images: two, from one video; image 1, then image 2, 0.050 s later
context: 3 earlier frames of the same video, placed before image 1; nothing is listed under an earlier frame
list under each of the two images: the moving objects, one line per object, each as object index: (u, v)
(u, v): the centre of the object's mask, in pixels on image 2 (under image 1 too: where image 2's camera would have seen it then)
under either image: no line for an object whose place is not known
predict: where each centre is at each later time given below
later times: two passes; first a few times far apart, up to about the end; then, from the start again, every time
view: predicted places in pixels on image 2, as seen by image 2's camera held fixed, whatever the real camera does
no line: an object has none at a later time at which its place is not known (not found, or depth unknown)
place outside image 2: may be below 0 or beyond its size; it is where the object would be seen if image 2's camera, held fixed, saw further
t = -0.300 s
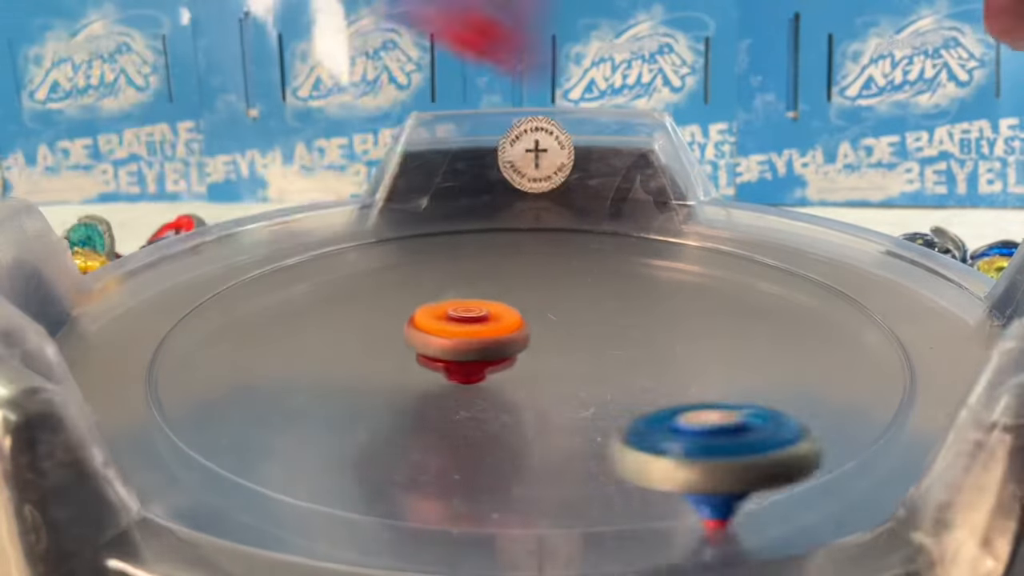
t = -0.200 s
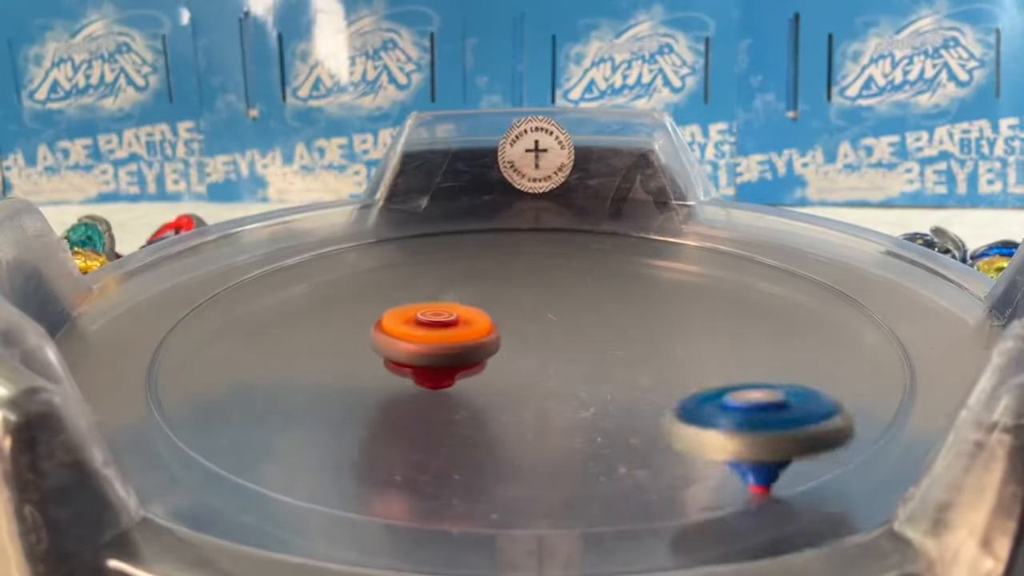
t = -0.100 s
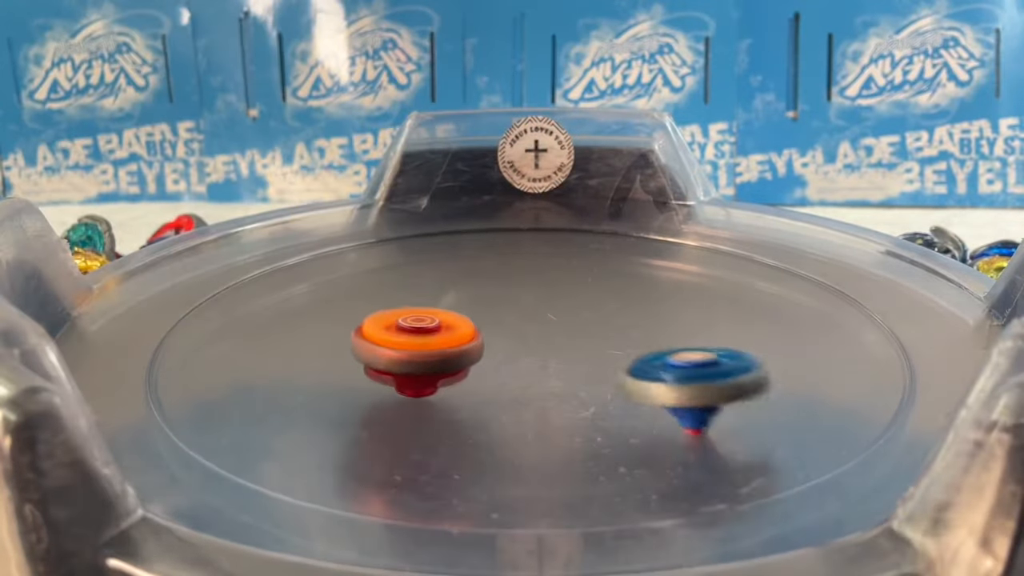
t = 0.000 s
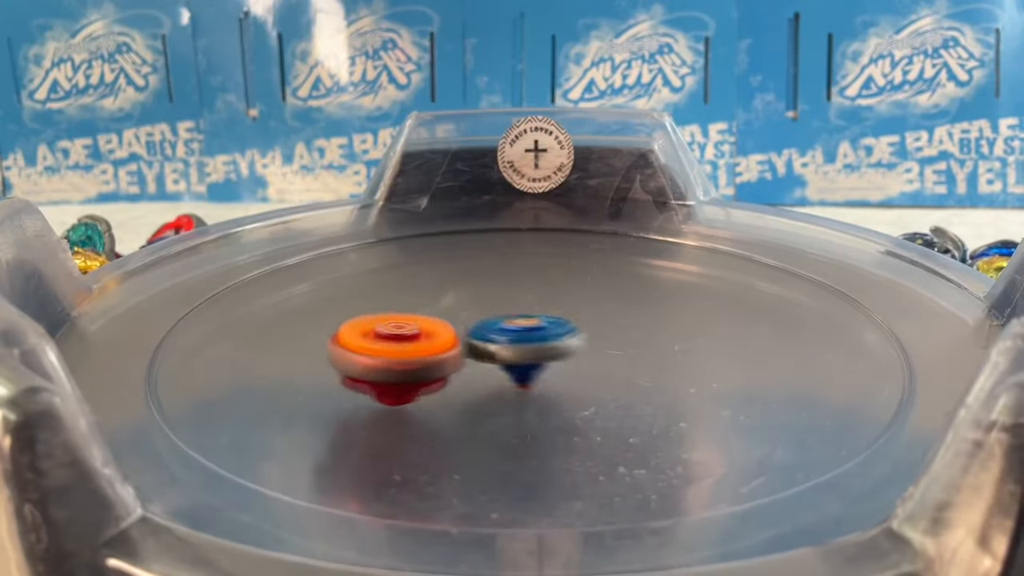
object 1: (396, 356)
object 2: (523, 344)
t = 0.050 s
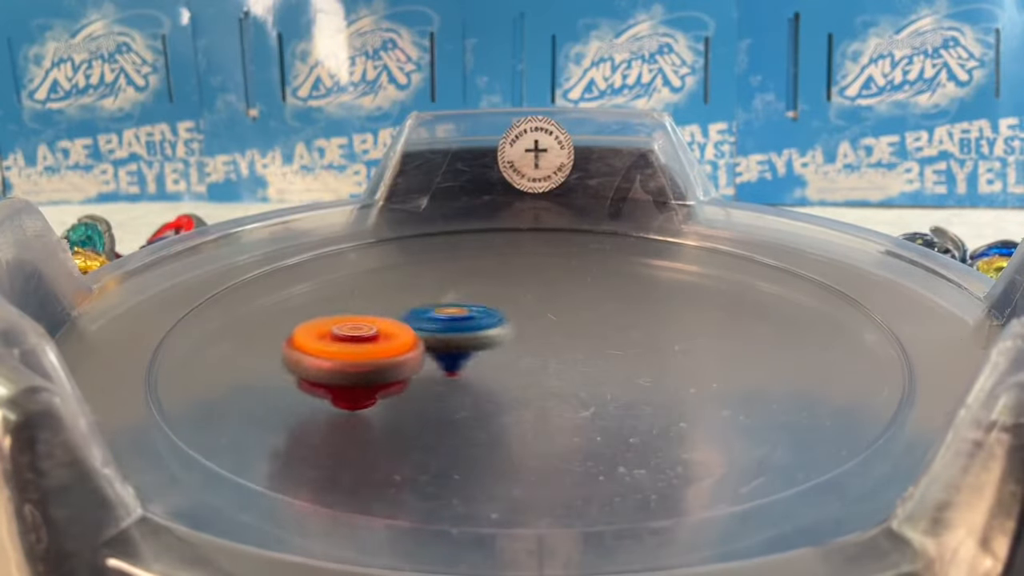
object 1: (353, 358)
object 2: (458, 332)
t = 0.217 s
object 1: (212, 352)
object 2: (310, 290)
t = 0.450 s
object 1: (540, 403)
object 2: (309, 438)
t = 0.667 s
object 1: (567, 176)
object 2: (806, 361)
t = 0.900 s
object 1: (217, 254)
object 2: (572, 285)
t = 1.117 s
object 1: (158, 372)
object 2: (291, 353)
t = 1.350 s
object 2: (665, 359)
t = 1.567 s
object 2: (435, 242)
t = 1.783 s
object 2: (196, 355)
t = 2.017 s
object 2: (797, 361)
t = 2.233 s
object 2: (580, 202)
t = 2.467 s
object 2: (181, 313)
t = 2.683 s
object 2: (685, 434)
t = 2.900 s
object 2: (770, 231)
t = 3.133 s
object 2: (306, 233)
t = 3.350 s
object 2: (279, 422)
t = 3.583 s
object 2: (894, 301)
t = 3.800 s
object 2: (512, 207)
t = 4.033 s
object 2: (174, 324)
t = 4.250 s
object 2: (762, 431)
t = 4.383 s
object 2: (880, 289)
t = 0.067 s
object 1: (331, 360)
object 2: (438, 328)
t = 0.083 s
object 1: (286, 368)
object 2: (426, 312)
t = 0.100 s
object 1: (243, 371)
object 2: (419, 303)
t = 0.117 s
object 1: (197, 380)
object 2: (413, 301)
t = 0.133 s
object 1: (163, 372)
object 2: (406, 303)
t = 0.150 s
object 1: (141, 359)
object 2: (390, 296)
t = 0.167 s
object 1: (146, 345)
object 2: (374, 294)
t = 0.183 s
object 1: (163, 337)
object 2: (355, 294)
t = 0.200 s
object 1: (187, 340)
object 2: (333, 293)
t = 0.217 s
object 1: (212, 352)
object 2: (310, 290)
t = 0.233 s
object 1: (237, 375)
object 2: (279, 292)
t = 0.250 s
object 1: (263, 407)
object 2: (251, 298)
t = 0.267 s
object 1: (289, 413)
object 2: (222, 305)
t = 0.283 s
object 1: (316, 410)
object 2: (194, 313)
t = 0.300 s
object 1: (341, 418)
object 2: (166, 321)
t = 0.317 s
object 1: (368, 416)
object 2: (150, 332)
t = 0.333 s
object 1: (393, 419)
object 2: (143, 344)
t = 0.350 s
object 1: (418, 418)
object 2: (142, 365)
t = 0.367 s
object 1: (441, 418)
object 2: (146, 386)
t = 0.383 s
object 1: (464, 415)
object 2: (161, 391)
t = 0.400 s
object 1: (486, 413)
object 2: (182, 407)
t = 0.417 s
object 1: (506, 410)
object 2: (216, 422)
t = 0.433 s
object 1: (524, 407)
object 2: (261, 428)
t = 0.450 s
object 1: (540, 403)
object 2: (309, 438)
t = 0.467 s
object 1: (555, 398)
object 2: (363, 442)
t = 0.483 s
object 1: (567, 395)
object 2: (417, 453)
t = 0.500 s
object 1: (581, 386)
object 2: (474, 448)
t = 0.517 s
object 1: (591, 377)
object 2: (528, 444)
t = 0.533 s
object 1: (595, 368)
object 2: (573, 439)
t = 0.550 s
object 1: (596, 360)
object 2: (614, 427)
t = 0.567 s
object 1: (594, 354)
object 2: (648, 422)
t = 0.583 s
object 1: (594, 332)
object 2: (691, 425)
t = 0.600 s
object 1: (588, 298)
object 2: (742, 437)
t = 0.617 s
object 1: (583, 265)
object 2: (775, 415)
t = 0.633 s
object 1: (578, 234)
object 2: (788, 386)
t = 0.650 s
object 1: (575, 206)
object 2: (798, 368)
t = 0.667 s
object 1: (567, 176)
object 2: (806, 361)
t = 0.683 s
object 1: (544, 153)
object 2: (812, 365)
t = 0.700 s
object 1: (518, 134)
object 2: (819, 375)
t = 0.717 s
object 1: (493, 120)
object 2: (814, 356)
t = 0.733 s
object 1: (469, 112)
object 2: (806, 341)
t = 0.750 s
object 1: (442, 111)
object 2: (798, 335)
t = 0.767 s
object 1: (415, 115)
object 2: (785, 328)
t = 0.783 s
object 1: (387, 126)
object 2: (767, 316)
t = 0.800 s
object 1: (359, 144)
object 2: (749, 310)
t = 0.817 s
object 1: (330, 169)
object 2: (723, 302)
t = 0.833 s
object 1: (301, 201)
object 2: (696, 296)
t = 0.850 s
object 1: (272, 242)
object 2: (665, 291)
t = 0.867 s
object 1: (254, 245)
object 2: (634, 288)
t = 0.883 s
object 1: (235, 246)
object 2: (603, 285)
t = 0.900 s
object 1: (217, 254)
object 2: (572, 285)
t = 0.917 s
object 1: (204, 265)
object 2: (542, 285)
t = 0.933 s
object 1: (197, 271)
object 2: (511, 285)
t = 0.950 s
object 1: (192, 284)
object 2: (478, 286)
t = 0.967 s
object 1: (186, 294)
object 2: (445, 289)
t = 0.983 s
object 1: (184, 304)
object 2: (411, 292)
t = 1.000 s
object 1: (184, 313)
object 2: (378, 297)
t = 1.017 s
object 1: (186, 322)
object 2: (347, 303)
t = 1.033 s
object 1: (189, 330)
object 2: (318, 311)
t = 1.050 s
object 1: (190, 337)
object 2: (302, 321)
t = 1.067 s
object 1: (162, 342)
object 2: (292, 321)
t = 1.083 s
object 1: (138, 353)
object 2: (283, 326)
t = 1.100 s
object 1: (137, 364)
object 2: (281, 340)
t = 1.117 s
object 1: (158, 372)
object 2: (291, 353)
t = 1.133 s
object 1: (187, 390)
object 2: (304, 356)
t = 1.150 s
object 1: (222, 409)
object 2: (320, 363)
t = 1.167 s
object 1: (254, 411)
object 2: (359, 381)
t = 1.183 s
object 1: (267, 415)
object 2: (384, 379)
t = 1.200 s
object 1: (284, 433)
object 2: (410, 383)
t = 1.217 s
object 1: (306, 465)
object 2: (439, 396)
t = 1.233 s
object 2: (461, 403)
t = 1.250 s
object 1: (372, 540)
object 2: (502, 407)
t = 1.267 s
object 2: (541, 404)
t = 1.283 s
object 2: (577, 399)
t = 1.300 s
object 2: (608, 390)
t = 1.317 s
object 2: (634, 381)
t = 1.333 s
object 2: (652, 370)
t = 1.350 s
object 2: (665, 359)
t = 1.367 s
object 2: (673, 345)
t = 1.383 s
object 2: (673, 331)
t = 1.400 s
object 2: (667, 317)
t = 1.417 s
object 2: (657, 305)
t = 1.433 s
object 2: (643, 293)
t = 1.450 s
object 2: (622, 282)
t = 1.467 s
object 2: (602, 272)
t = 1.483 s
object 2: (578, 264)
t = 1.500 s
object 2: (552, 257)
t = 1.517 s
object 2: (524, 252)
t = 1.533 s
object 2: (495, 247)
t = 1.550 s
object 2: (464, 244)
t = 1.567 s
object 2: (435, 242)
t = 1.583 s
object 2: (406, 243)
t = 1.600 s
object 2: (375, 243)
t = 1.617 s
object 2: (345, 247)
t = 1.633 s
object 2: (316, 250)
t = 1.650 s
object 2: (290, 257)
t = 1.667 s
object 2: (265, 264)
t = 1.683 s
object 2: (243, 273)
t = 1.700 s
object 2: (224, 284)
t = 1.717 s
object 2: (208, 296)
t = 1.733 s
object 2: (197, 309)
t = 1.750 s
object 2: (190, 324)
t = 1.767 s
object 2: (189, 338)
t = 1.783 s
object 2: (196, 355)
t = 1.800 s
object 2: (209, 371)
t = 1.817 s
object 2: (230, 385)
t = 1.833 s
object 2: (263, 399)
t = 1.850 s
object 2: (302, 412)
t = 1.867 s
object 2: (351, 424)
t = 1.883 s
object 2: (407, 430)
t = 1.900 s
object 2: (465, 435)
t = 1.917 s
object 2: (524, 435)
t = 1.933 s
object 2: (587, 432)
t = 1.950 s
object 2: (645, 424)
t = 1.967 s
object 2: (695, 412)
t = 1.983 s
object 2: (740, 396)
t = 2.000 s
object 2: (774, 380)
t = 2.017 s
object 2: (797, 361)
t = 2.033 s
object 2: (809, 341)
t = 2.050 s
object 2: (814, 323)
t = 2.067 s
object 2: (812, 304)
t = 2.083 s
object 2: (804, 287)
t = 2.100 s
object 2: (789, 271)
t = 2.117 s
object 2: (773, 257)
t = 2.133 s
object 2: (754, 244)
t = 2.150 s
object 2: (733, 232)
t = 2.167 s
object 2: (708, 224)
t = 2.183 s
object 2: (681, 215)
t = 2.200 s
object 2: (653, 207)
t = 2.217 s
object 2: (616, 202)
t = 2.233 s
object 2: (580, 202)
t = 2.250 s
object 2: (541, 201)
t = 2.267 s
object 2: (504, 200)
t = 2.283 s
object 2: (469, 201)
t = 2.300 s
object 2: (437, 203)
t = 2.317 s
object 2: (405, 207)
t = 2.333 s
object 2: (374, 212)
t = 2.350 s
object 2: (341, 218)
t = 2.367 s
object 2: (307, 229)
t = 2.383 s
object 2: (278, 243)
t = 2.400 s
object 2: (251, 256)
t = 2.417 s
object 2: (225, 269)
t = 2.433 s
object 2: (206, 283)
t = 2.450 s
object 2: (191, 298)
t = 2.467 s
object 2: (181, 313)
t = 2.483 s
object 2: (177, 329)
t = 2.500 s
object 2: (180, 347)
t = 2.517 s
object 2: (190, 364)
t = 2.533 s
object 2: (208, 381)
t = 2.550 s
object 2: (236, 397)
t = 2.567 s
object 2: (273, 412)
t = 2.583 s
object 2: (318, 425)
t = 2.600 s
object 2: (371, 435)
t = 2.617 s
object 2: (431, 443)
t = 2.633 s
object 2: (496, 448)
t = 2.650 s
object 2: (559, 447)
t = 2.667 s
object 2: (625, 442)
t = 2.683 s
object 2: (685, 434)
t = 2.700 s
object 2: (742, 422)
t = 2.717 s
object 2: (792, 407)
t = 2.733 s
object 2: (833, 391)
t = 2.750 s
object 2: (865, 373)
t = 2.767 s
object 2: (887, 355)
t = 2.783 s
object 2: (902, 335)
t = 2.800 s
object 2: (904, 312)
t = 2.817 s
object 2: (889, 292)
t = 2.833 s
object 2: (874, 280)
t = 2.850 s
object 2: (857, 264)
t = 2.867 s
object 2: (828, 252)
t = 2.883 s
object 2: (801, 240)
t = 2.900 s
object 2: (770, 231)
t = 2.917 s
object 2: (734, 223)
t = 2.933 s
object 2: (696, 218)
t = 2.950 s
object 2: (664, 213)
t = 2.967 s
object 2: (632, 209)
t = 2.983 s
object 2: (600, 205)
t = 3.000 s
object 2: (563, 206)
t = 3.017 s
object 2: (526, 207)
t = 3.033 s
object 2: (491, 208)
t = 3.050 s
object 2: (457, 209)
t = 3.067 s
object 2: (424, 213)
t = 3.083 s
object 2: (396, 215)
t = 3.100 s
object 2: (363, 221)
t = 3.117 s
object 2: (333, 226)
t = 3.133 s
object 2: (306, 233)
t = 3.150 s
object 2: (282, 241)
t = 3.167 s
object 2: (259, 251)
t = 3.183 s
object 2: (236, 262)
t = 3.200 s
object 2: (219, 275)
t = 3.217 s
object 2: (203, 290)
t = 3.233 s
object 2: (191, 305)
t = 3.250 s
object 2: (184, 321)
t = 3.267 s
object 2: (182, 338)
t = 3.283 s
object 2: (186, 356)
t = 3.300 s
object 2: (196, 374)
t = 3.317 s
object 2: (216, 391)
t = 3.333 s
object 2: (244, 407)
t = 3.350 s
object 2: (279, 422)
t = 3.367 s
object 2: (325, 436)
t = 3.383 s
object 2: (378, 446)
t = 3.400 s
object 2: (435, 456)
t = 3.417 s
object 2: (496, 460)
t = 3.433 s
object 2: (565, 459)
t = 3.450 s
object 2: (641, 450)
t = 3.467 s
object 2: (709, 440)
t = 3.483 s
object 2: (775, 427)
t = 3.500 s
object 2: (828, 406)
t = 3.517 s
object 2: (866, 384)
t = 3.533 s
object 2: (886, 364)
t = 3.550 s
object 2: (899, 341)
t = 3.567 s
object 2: (900, 322)
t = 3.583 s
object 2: (894, 301)
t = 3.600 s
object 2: (874, 282)
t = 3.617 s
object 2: (854, 269)
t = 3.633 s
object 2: (830, 256)
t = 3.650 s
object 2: (804, 244)
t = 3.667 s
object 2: (777, 234)
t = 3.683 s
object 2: (744, 224)
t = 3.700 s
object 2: (711, 219)
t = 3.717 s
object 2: (674, 215)
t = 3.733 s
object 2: (641, 211)
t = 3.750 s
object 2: (610, 208)
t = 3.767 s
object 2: (578, 207)
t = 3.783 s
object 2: (544, 206)
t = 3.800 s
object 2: (512, 207)
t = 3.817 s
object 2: (481, 208)
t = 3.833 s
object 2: (452, 210)
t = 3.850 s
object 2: (422, 213)
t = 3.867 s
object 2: (396, 217)
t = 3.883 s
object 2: (368, 222)
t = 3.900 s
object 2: (340, 228)
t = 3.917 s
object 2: (311, 236)
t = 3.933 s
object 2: (286, 245)
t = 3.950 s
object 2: (263, 255)
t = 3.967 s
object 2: (240, 267)
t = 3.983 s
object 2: (219, 278)
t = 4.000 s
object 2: (202, 293)
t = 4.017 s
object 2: (186, 308)
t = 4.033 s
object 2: (174, 324)
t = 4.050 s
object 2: (166, 340)
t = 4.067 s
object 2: (163, 358)
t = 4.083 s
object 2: (170, 375)
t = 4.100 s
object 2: (194, 391)
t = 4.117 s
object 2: (232, 413)
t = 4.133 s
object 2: (280, 429)
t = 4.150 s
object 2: (336, 445)
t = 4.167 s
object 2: (411, 452)
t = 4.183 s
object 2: (486, 459)
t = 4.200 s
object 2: (557, 459)
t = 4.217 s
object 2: (631, 452)
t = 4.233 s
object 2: (700, 441)
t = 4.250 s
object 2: (762, 431)
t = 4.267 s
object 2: (817, 414)
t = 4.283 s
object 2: (848, 390)
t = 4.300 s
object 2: (871, 375)
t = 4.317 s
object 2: (888, 357)
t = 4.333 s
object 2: (899, 341)
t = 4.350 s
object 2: (901, 323)
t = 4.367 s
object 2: (893, 305)
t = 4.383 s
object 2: (880, 289)
